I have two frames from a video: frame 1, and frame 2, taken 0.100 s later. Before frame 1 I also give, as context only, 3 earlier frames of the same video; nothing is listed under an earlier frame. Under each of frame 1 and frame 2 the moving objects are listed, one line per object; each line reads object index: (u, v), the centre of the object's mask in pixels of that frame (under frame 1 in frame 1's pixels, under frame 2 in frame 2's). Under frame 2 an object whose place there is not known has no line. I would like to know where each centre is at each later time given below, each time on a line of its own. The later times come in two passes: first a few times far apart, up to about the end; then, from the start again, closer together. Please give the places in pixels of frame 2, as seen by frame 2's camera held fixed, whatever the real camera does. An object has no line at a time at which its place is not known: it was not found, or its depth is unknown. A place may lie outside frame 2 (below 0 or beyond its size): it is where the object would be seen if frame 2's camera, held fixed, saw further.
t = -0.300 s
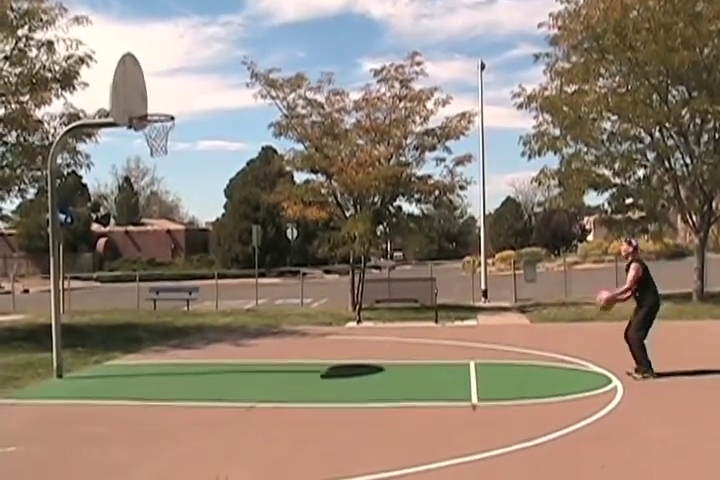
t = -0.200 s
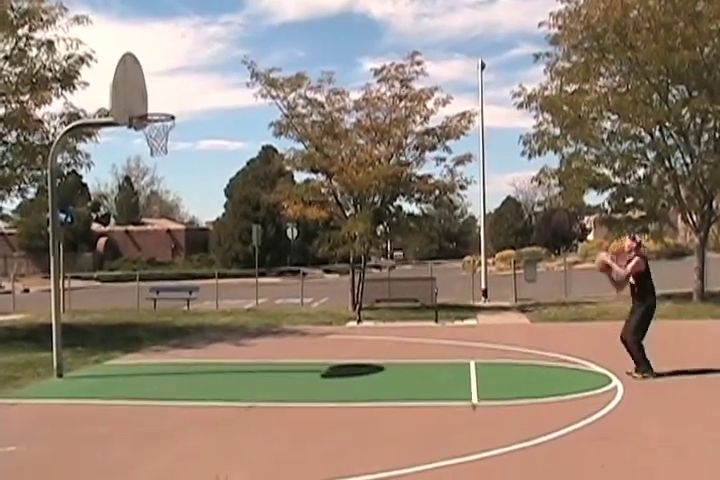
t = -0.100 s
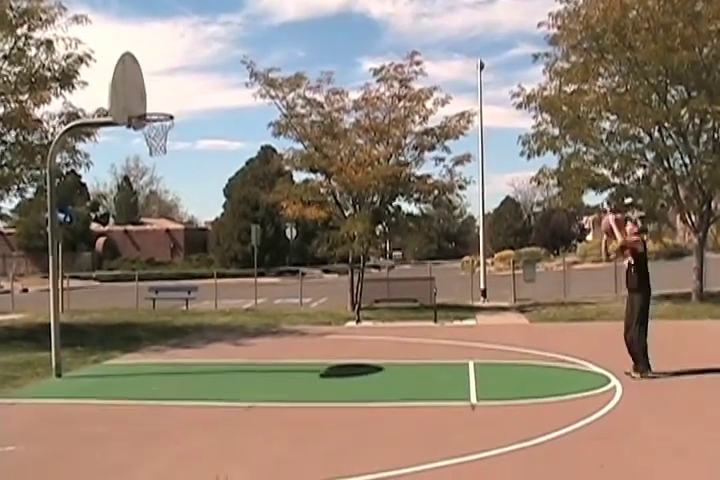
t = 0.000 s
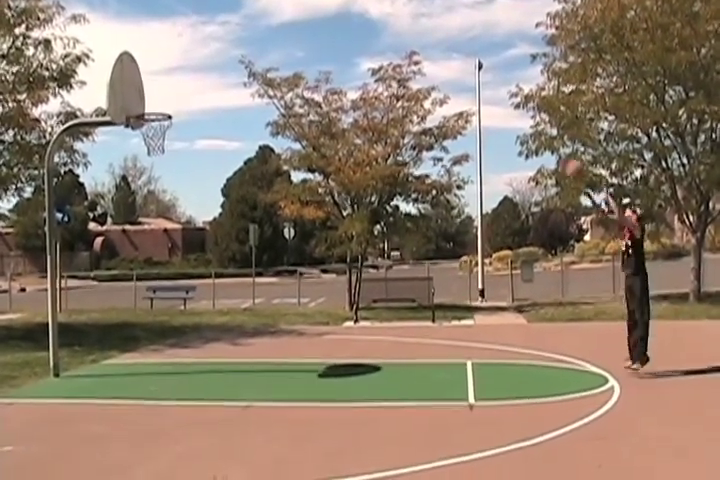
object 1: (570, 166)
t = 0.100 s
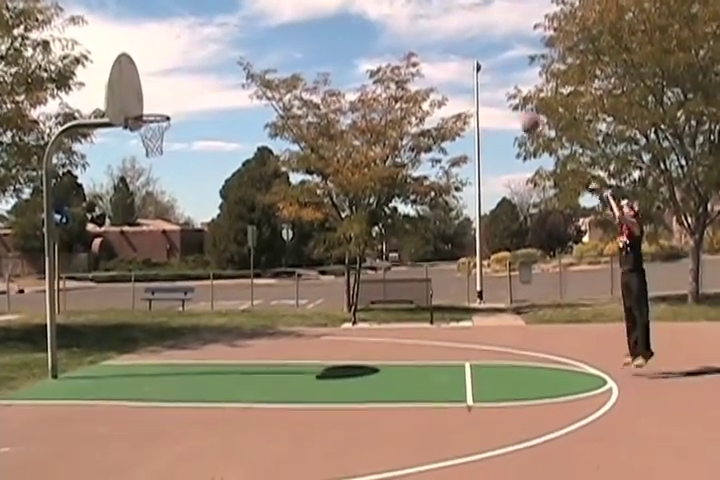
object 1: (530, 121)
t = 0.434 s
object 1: (391, 34)
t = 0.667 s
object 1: (300, 32)
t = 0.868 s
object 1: (226, 66)
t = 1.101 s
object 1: (188, 84)
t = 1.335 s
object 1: (225, 44)
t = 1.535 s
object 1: (257, 45)
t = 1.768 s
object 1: (292, 86)
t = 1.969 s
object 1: (322, 158)
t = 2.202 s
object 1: (359, 279)
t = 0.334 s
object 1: (432, 50)
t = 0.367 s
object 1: (418, 44)
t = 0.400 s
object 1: (404, 38)
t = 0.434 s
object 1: (391, 34)
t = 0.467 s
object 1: (377, 31)
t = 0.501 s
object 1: (365, 29)
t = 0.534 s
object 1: (351, 28)
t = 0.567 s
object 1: (338, 27)
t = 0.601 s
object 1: (326, 28)
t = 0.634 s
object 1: (313, 30)
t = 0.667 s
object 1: (300, 32)
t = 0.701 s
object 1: (288, 36)
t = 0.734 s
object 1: (275, 40)
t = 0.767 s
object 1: (263, 44)
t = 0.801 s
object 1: (249, 51)
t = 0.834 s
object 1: (238, 58)
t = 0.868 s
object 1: (226, 66)
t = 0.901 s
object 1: (214, 75)
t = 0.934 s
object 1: (202, 84)
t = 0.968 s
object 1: (190, 95)
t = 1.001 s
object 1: (178, 106)
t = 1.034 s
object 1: (177, 105)
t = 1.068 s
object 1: (182, 94)
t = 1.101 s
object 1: (188, 84)
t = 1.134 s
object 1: (193, 76)
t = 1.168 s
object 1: (198, 68)
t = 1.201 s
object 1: (204, 61)
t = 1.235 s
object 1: (209, 56)
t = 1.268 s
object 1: (214, 51)
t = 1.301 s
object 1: (220, 47)
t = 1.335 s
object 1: (225, 44)
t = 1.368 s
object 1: (230, 41)
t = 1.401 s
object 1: (236, 40)
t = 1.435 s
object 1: (241, 40)
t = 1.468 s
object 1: (246, 40)
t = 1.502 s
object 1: (252, 42)
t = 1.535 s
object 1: (257, 45)
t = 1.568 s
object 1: (262, 48)
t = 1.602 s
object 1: (267, 52)
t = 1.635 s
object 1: (272, 57)
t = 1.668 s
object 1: (277, 64)
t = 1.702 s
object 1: (283, 70)
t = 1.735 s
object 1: (288, 78)
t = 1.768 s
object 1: (292, 86)
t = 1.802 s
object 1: (299, 98)
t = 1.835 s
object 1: (303, 108)
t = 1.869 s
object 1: (307, 118)
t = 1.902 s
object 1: (311, 129)
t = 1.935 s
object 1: (317, 143)
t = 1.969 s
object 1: (322, 158)
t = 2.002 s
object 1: (327, 172)
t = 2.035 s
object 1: (330, 188)
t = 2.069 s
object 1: (337, 204)
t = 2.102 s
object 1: (343, 223)
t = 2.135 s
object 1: (346, 240)
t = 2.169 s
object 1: (351, 259)
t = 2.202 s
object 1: (359, 279)
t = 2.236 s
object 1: (362, 300)
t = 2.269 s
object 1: (368, 322)
